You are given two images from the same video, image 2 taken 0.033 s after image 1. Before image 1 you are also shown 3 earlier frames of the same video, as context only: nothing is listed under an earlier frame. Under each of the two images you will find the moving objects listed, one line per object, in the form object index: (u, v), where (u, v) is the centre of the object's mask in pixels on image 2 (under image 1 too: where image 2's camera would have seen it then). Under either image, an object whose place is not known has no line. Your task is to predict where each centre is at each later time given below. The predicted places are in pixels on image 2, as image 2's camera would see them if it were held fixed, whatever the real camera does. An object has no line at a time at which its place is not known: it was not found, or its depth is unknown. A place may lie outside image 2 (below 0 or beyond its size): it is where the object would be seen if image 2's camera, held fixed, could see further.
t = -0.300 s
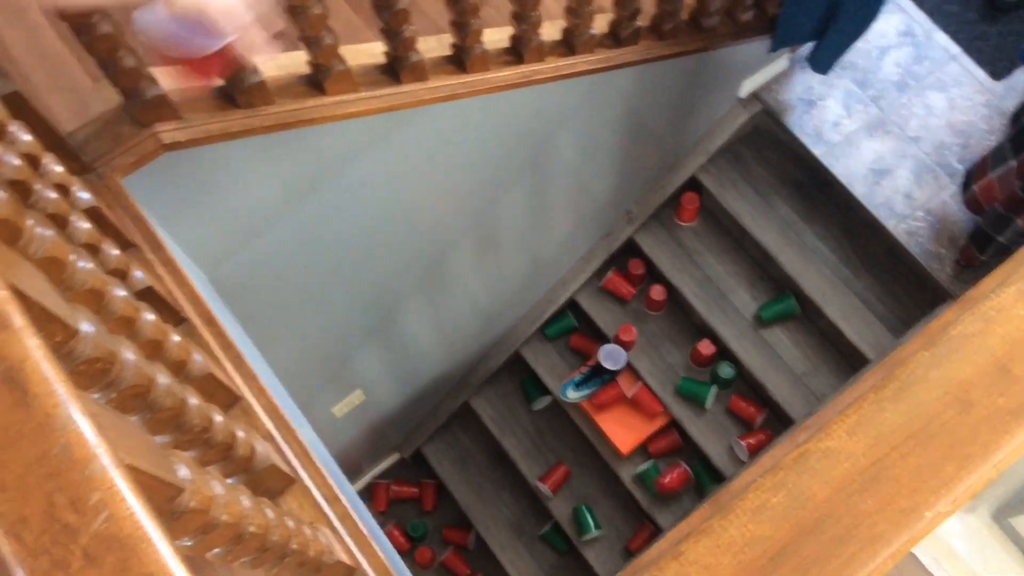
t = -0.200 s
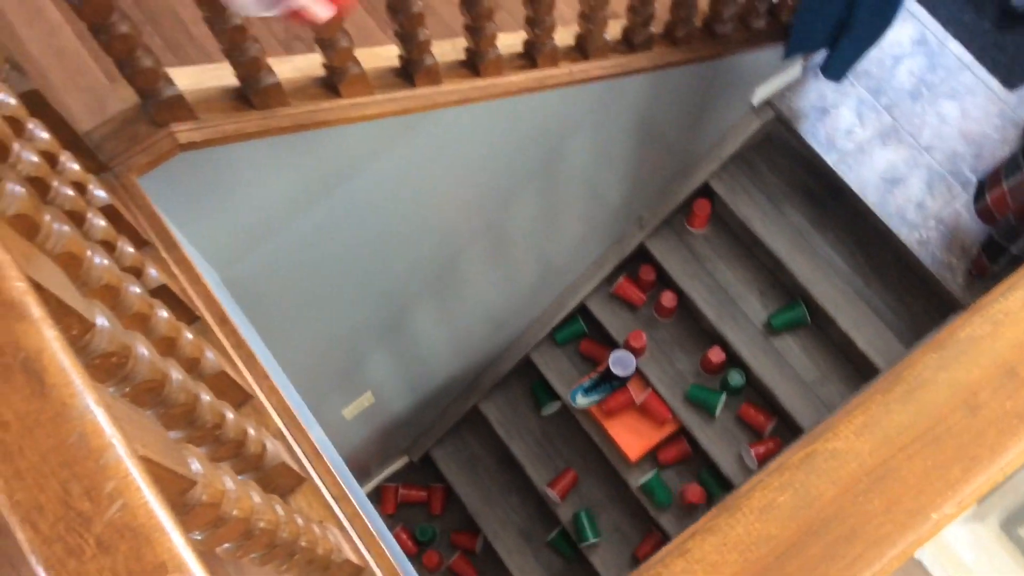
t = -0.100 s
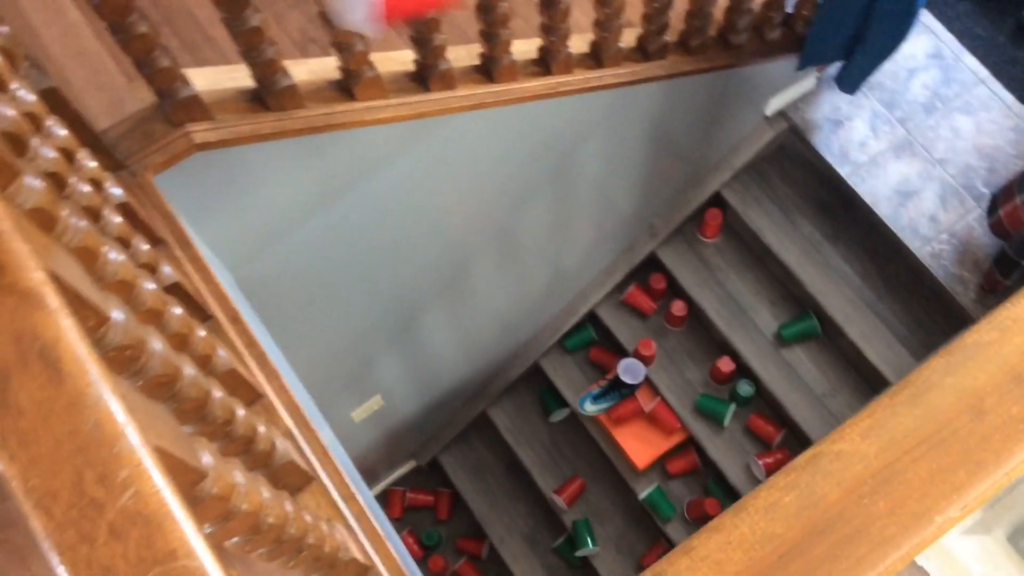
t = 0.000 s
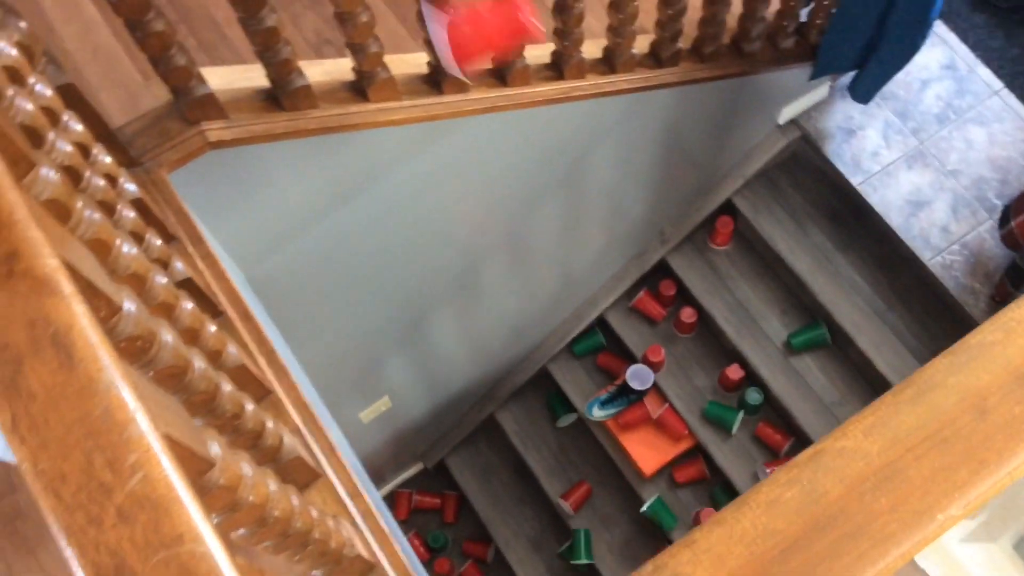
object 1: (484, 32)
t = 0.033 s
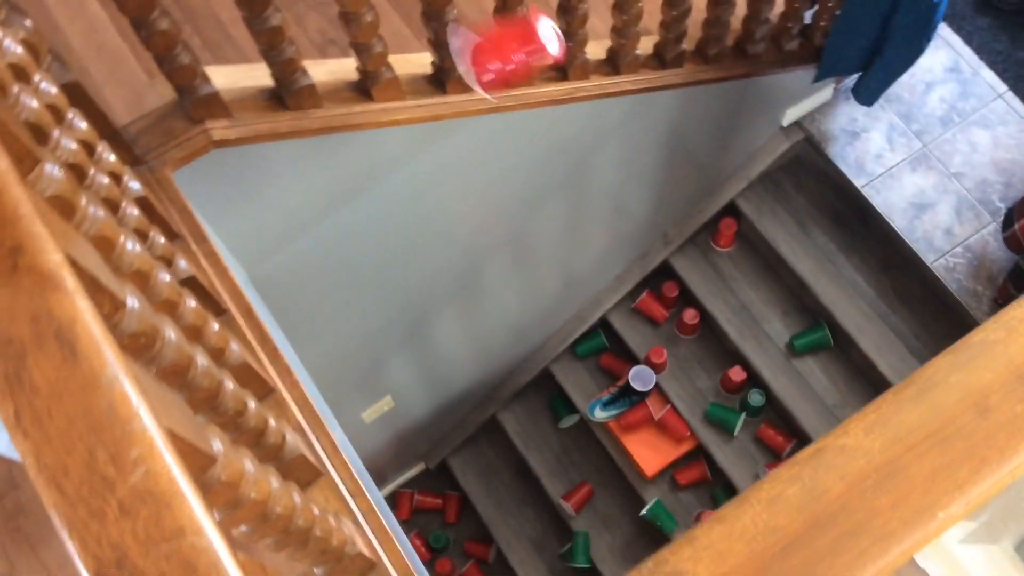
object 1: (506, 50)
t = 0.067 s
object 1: (522, 69)
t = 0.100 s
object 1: (540, 93)
